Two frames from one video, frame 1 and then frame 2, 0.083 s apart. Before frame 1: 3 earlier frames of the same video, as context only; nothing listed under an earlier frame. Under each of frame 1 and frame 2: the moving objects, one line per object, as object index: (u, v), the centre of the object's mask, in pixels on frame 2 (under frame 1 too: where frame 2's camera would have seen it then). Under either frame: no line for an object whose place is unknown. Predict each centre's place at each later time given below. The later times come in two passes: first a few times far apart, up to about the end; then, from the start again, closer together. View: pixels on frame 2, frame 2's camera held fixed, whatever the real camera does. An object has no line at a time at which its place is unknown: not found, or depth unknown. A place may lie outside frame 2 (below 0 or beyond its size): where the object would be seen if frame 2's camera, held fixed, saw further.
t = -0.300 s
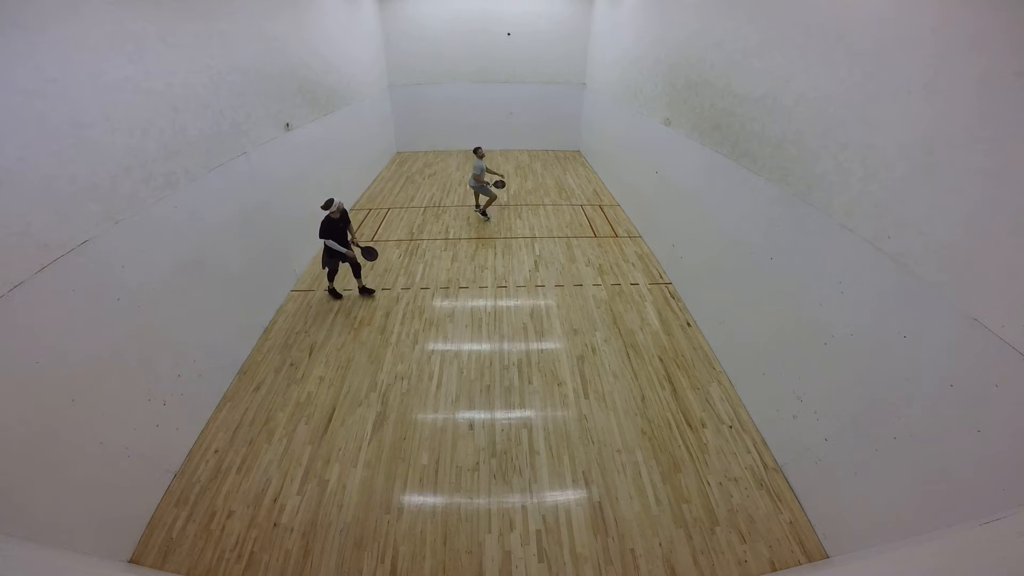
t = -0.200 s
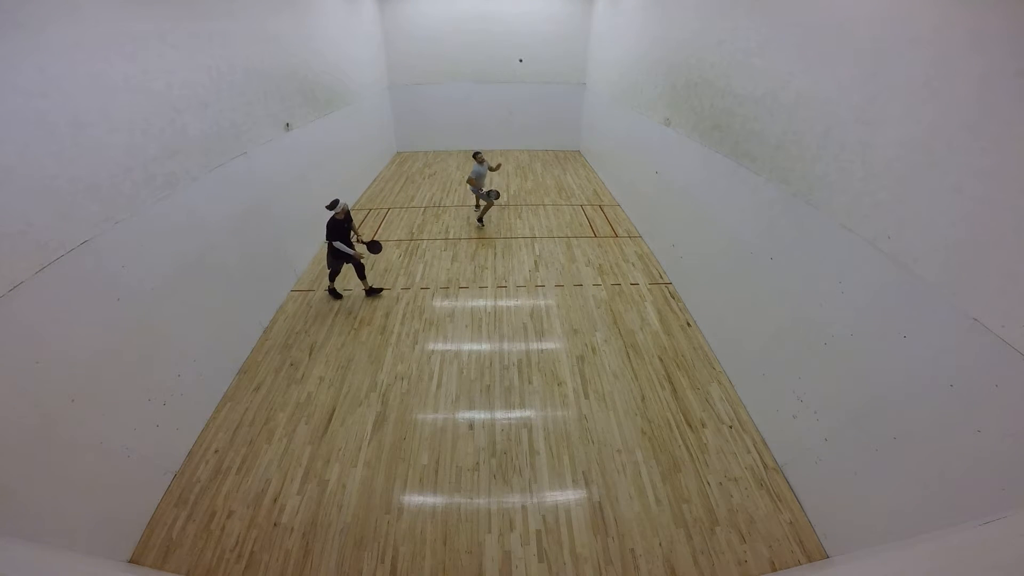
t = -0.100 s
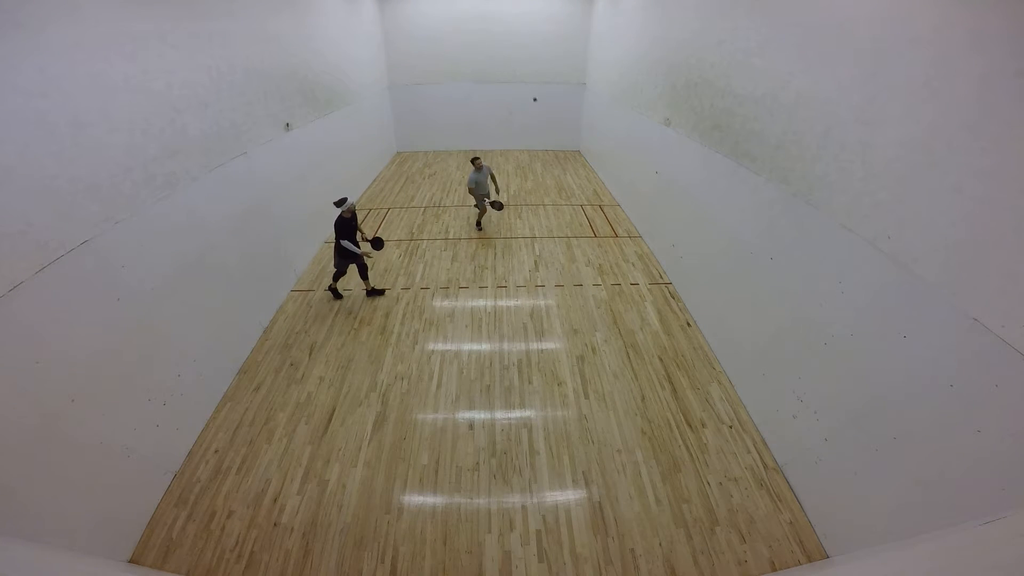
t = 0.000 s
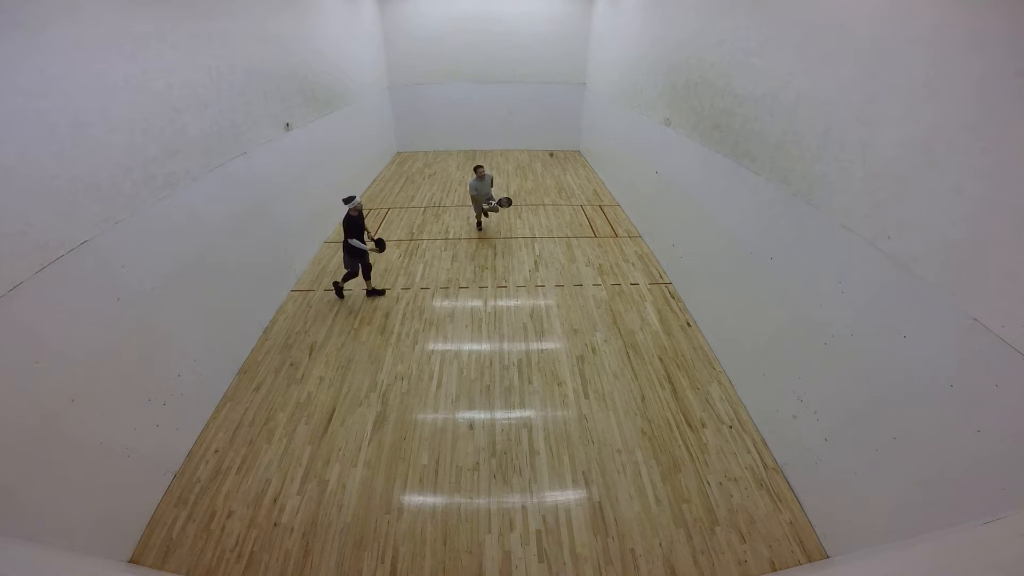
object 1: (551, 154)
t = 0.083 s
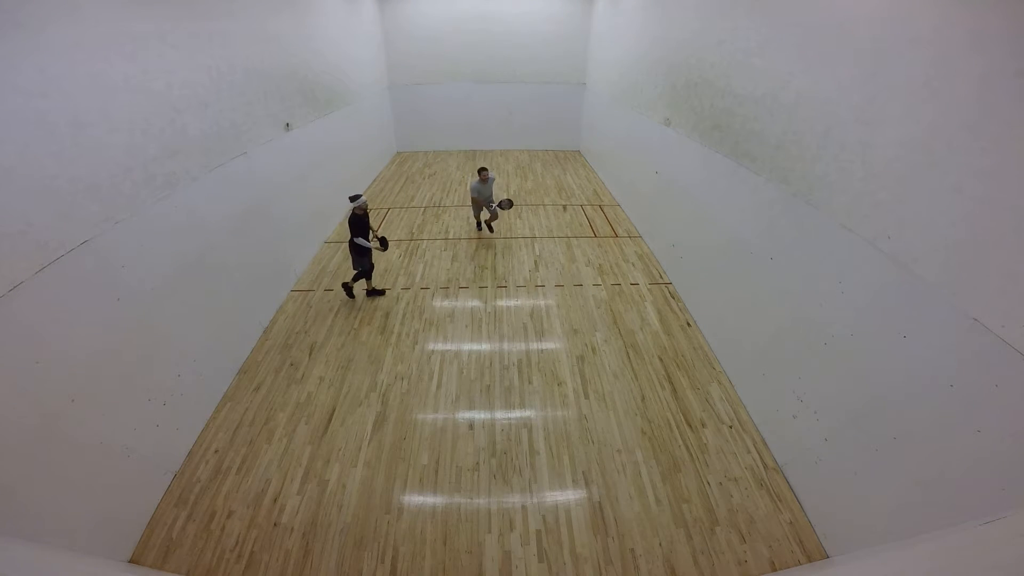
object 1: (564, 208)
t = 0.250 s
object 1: (592, 361)
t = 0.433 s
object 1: (631, 356)
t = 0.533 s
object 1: (661, 349)
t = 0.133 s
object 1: (573, 249)
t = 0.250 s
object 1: (592, 361)
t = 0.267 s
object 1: (594, 372)
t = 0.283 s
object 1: (596, 373)
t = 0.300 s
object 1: (601, 370)
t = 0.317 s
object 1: (604, 369)
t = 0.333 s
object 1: (606, 367)
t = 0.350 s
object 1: (612, 364)
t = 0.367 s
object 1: (615, 363)
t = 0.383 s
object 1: (618, 361)
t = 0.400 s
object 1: (624, 359)
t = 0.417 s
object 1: (628, 357)
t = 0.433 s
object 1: (631, 356)
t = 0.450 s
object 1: (638, 354)
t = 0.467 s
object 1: (641, 353)
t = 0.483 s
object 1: (645, 352)
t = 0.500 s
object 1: (653, 350)
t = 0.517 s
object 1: (656, 349)
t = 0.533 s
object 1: (661, 349)
